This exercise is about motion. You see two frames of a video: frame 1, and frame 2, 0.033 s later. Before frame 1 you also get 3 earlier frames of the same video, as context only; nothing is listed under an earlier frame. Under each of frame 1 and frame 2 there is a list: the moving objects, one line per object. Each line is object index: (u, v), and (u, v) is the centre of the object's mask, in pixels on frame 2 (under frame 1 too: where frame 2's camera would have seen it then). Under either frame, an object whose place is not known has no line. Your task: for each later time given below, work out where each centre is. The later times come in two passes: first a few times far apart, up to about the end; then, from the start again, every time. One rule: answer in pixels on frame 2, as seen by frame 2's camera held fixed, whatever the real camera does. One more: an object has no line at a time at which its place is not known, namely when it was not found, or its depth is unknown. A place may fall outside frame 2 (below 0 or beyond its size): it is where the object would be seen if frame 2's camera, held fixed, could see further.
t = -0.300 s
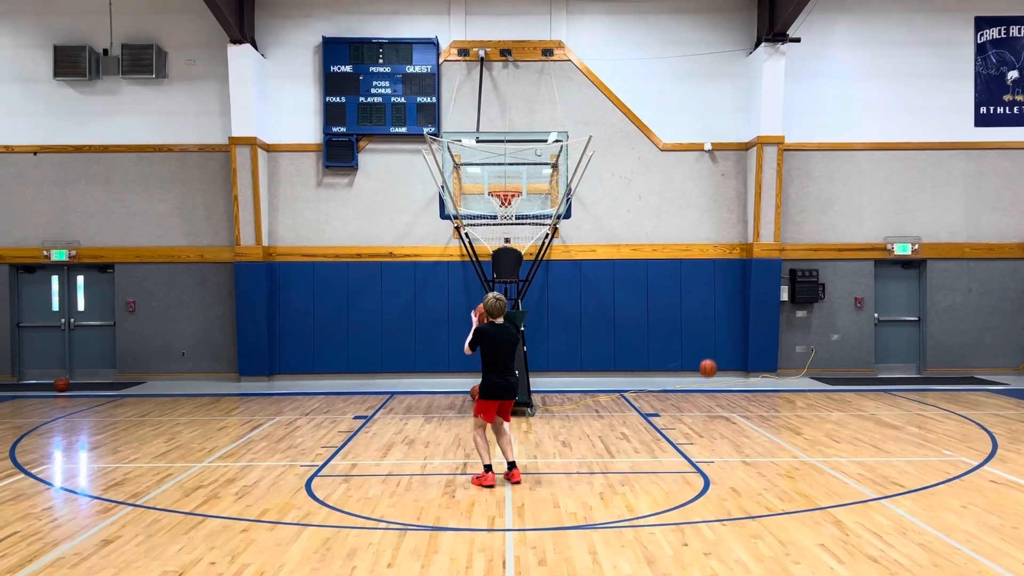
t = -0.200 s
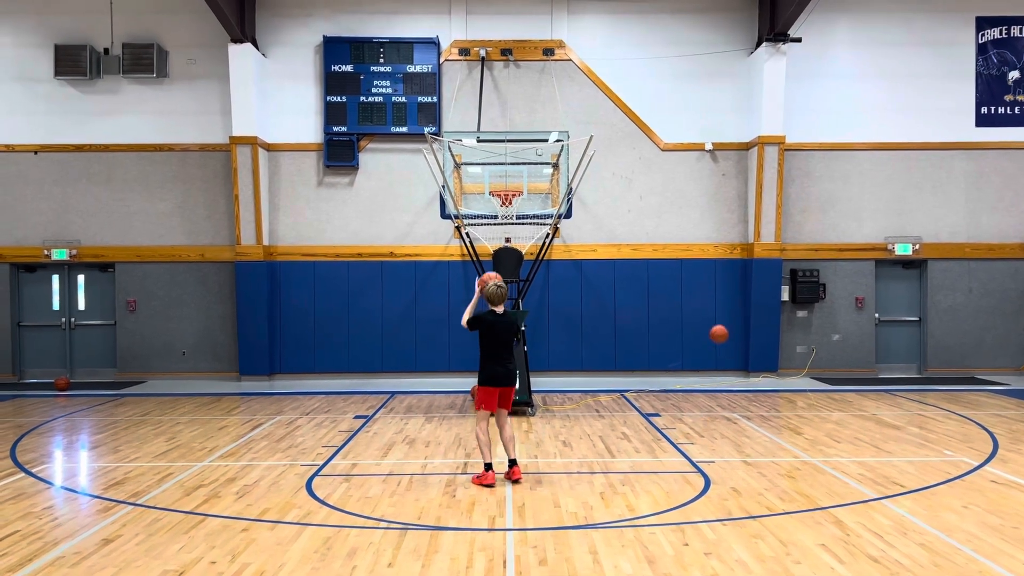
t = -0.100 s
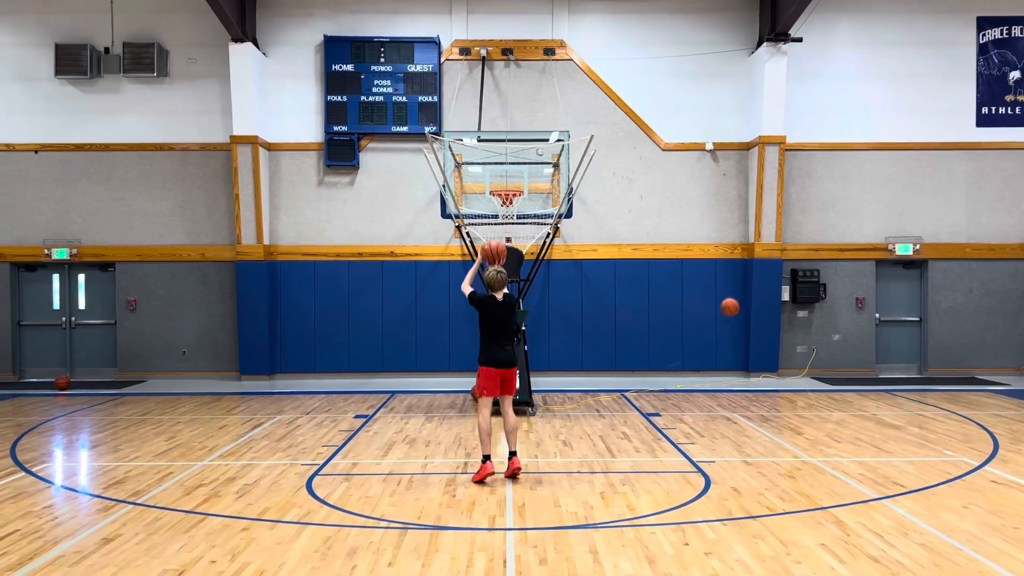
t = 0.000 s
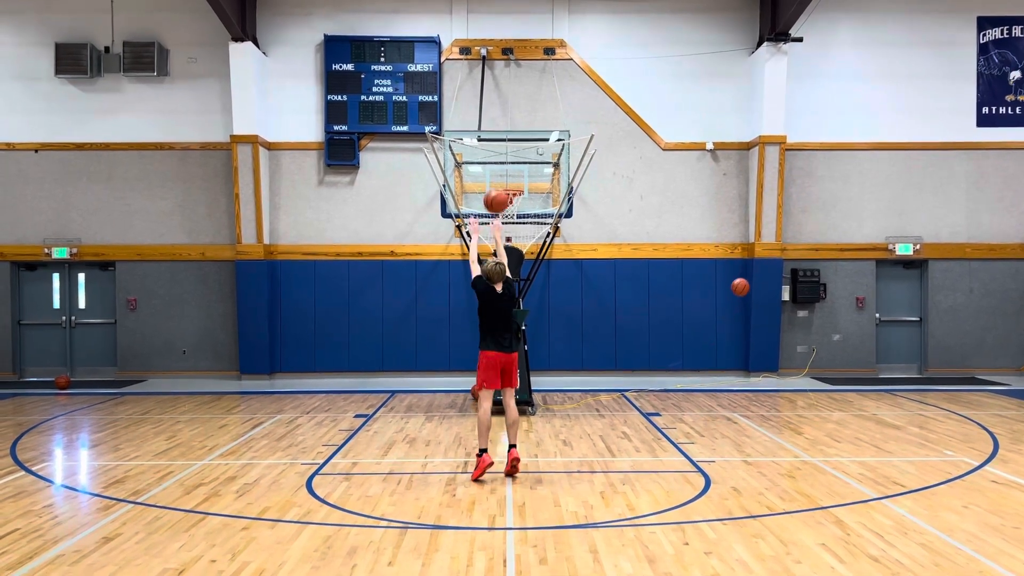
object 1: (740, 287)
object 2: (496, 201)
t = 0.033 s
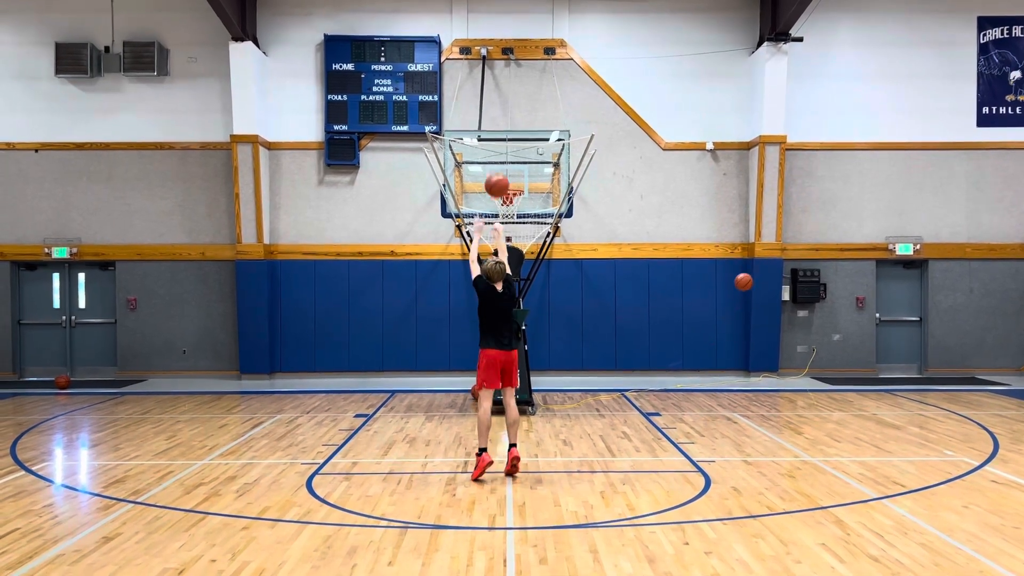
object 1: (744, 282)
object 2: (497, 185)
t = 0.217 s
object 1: (763, 269)
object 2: (501, 125)
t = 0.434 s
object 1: (785, 286)
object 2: (506, 104)
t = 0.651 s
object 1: (807, 336)
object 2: (510, 123)
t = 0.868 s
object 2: (513, 171)
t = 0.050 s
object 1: (746, 280)
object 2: (497, 178)
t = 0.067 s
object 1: (747, 278)
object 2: (498, 171)
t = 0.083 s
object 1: (749, 276)
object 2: (498, 165)
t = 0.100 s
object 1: (751, 274)
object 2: (498, 159)
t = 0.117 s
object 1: (752, 273)
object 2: (499, 153)
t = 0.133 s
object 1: (754, 272)
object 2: (499, 148)
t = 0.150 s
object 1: (756, 271)
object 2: (499, 142)
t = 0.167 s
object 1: (757, 270)
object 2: (500, 138)
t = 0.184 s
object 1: (759, 269)
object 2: (500, 133)
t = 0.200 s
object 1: (761, 269)
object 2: (501, 129)
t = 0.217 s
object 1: (763, 269)
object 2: (501, 125)
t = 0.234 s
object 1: (765, 269)
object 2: (501, 122)
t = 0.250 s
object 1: (766, 269)
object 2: (502, 119)
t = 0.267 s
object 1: (768, 270)
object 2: (502, 116)
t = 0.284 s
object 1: (770, 270)
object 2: (502, 114)
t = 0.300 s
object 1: (771, 271)
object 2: (503, 112)
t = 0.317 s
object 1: (773, 272)
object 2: (503, 110)
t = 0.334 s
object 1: (775, 273)
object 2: (504, 108)
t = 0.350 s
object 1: (776, 275)
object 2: (504, 107)
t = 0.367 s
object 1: (778, 277)
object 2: (504, 106)
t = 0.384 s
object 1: (780, 279)
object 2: (505, 105)
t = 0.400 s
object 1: (782, 281)
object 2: (505, 104)
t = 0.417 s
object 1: (784, 283)
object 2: (505, 104)
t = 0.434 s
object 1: (785, 286)
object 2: (506, 104)
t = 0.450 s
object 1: (787, 288)
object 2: (506, 104)
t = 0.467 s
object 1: (789, 291)
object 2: (506, 105)
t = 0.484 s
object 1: (790, 294)
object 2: (507, 105)
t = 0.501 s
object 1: (792, 298)
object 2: (507, 106)
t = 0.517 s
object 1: (794, 301)
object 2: (507, 107)
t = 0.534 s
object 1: (796, 305)
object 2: (508, 108)
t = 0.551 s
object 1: (798, 308)
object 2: (508, 110)
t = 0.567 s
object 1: (799, 313)
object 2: (508, 112)
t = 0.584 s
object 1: (801, 317)
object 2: (508, 113)
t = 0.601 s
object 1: (802, 322)
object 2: (509, 116)
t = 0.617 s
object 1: (804, 326)
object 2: (509, 118)
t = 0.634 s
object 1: (805, 331)
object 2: (509, 120)
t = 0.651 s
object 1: (807, 336)
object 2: (510, 123)
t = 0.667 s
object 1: (809, 342)
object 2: (510, 126)
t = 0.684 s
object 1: (810, 347)
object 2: (510, 129)
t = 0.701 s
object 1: (812, 353)
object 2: (511, 132)
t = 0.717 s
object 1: (814, 359)
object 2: (511, 135)
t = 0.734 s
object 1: (815, 365)
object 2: (511, 138)
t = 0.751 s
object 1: (817, 371)
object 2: (512, 142)
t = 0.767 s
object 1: (819, 378)
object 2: (512, 146)
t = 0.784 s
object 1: (820, 385)
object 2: (512, 150)
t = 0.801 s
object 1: (821, 391)
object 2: (512, 154)
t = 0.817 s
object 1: (823, 399)
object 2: (513, 158)
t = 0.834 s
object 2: (513, 162)
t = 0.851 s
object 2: (513, 167)
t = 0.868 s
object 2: (513, 171)
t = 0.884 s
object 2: (514, 177)
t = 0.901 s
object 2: (514, 181)
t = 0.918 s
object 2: (514, 183)
